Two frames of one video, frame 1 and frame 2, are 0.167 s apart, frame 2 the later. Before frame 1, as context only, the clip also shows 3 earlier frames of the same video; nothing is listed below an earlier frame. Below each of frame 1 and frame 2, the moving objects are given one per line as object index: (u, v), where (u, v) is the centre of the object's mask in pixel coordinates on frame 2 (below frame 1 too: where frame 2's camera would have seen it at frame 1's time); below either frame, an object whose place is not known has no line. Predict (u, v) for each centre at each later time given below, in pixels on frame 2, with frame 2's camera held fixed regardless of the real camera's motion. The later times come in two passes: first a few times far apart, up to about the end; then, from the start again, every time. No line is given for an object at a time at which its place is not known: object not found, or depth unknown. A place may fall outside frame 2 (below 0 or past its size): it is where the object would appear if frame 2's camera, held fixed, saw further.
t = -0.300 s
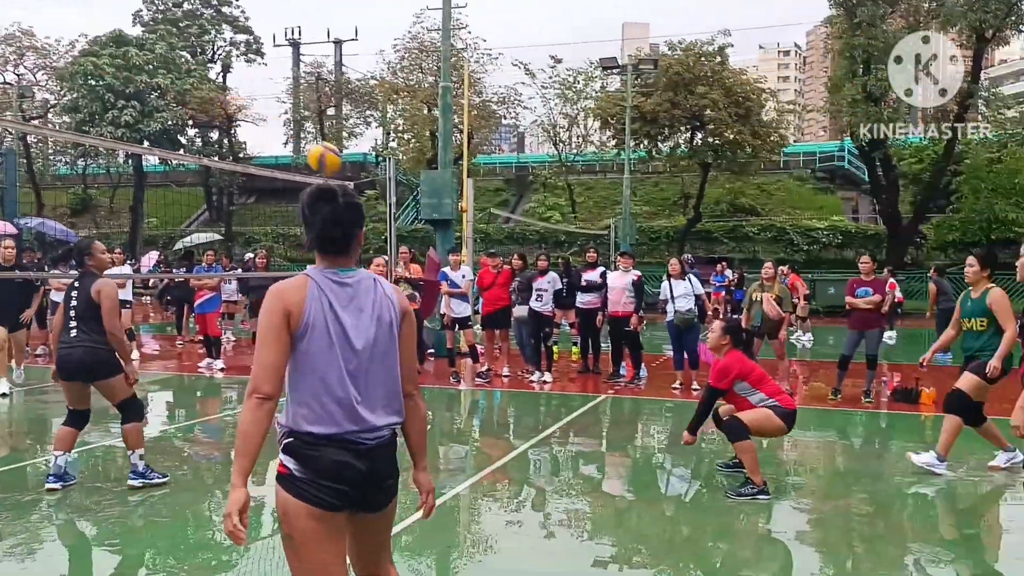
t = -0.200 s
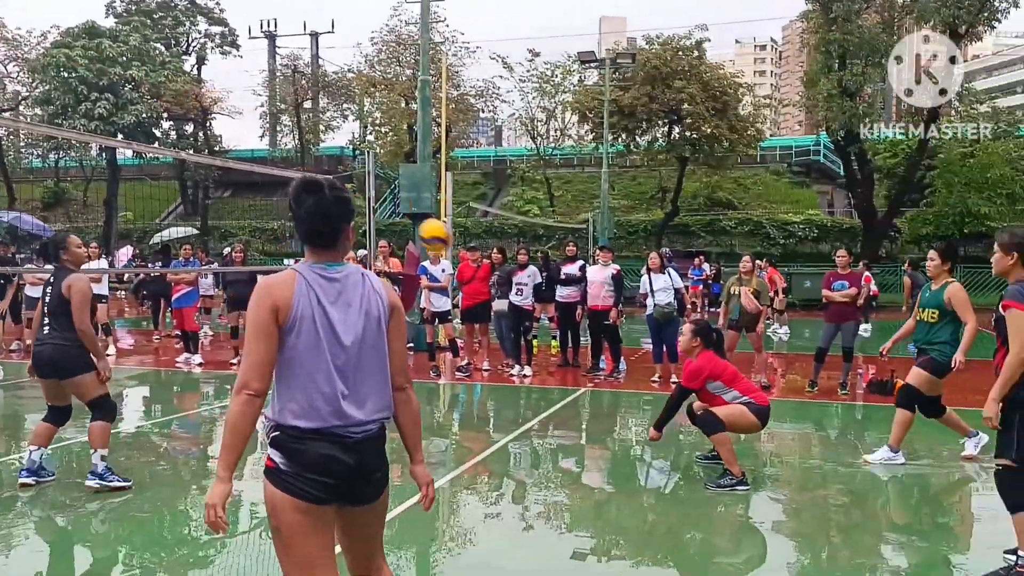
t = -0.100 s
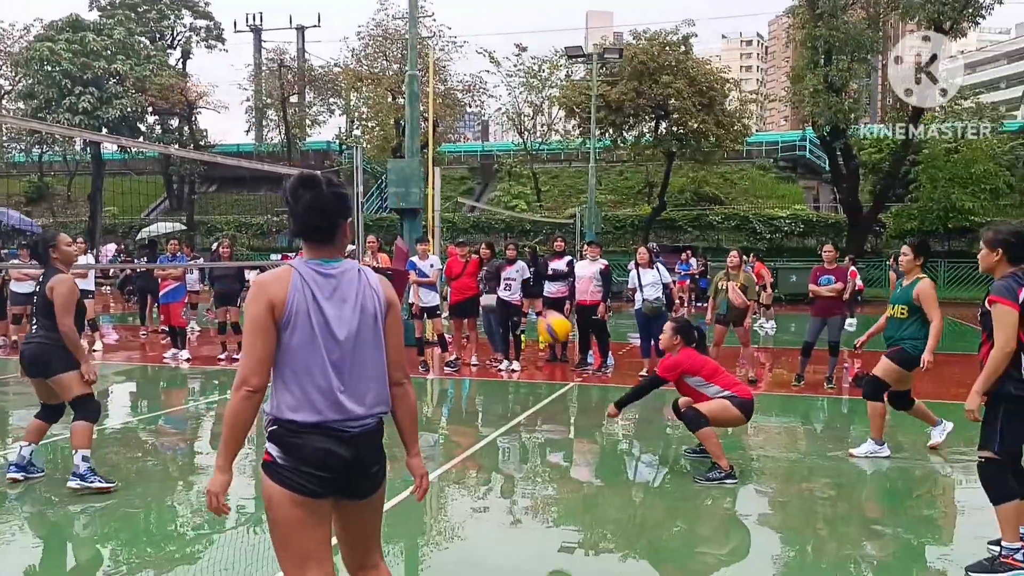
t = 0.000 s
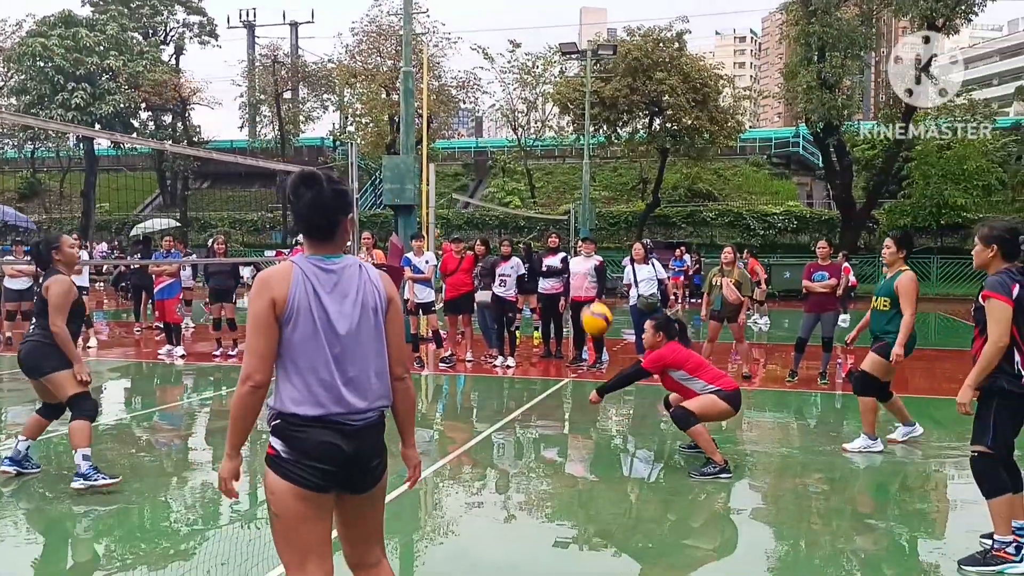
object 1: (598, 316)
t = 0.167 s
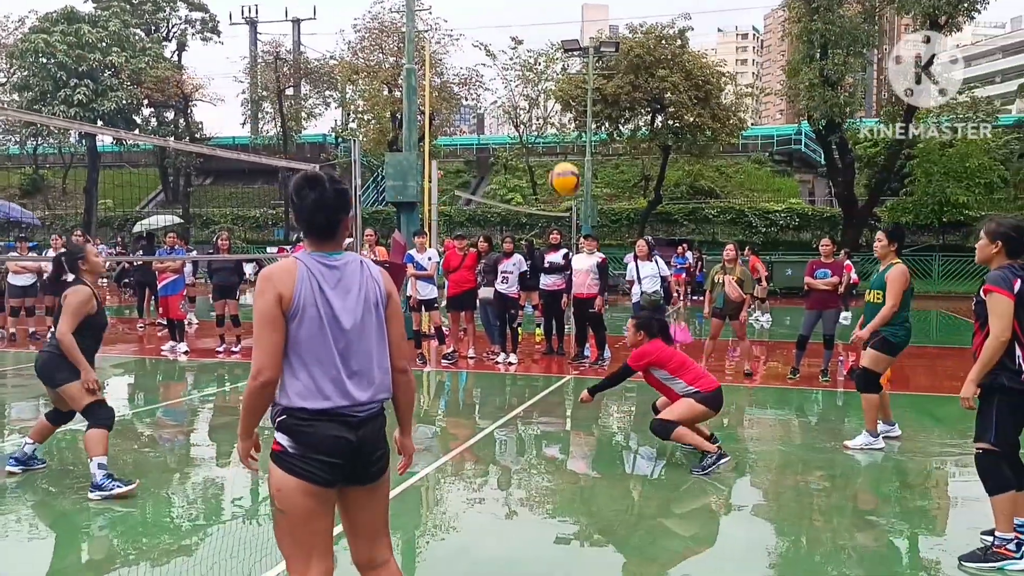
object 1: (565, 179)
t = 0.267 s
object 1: (546, 117)
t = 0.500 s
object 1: (504, 27)
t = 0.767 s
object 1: (458, 19)
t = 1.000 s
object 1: (419, 93)
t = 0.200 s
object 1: (558, 156)
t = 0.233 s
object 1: (553, 136)
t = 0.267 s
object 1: (546, 117)
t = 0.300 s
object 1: (540, 99)
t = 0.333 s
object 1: (534, 82)
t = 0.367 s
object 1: (528, 68)
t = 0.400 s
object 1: (522, 55)
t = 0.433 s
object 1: (516, 44)
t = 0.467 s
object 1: (510, 34)
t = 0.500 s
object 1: (504, 27)
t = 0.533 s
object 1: (497, 20)
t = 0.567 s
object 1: (492, 15)
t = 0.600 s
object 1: (486, 11)
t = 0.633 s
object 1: (480, 10)
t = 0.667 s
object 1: (475, 10)
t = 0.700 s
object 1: (469, 12)
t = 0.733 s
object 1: (463, 14)
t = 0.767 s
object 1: (458, 19)
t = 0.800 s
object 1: (452, 26)
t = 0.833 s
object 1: (446, 33)
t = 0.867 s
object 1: (441, 42)
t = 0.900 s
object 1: (436, 53)
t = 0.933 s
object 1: (430, 64)
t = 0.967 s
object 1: (425, 79)
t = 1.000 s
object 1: (419, 93)
